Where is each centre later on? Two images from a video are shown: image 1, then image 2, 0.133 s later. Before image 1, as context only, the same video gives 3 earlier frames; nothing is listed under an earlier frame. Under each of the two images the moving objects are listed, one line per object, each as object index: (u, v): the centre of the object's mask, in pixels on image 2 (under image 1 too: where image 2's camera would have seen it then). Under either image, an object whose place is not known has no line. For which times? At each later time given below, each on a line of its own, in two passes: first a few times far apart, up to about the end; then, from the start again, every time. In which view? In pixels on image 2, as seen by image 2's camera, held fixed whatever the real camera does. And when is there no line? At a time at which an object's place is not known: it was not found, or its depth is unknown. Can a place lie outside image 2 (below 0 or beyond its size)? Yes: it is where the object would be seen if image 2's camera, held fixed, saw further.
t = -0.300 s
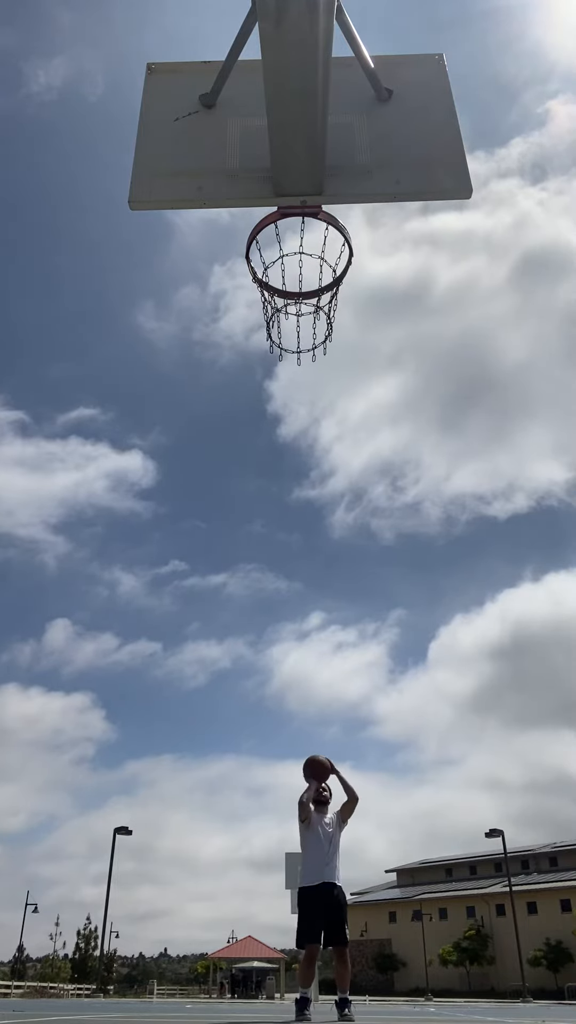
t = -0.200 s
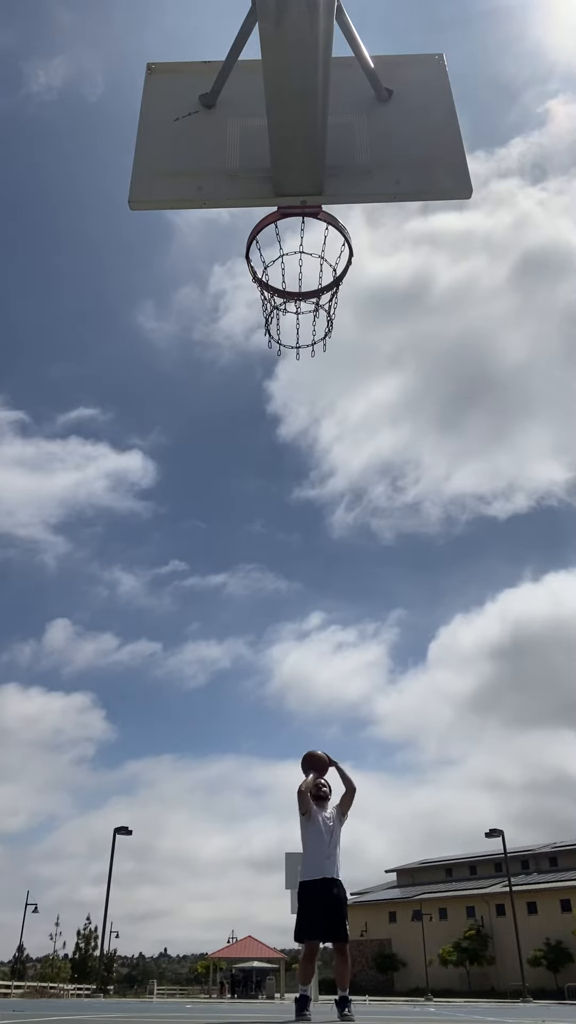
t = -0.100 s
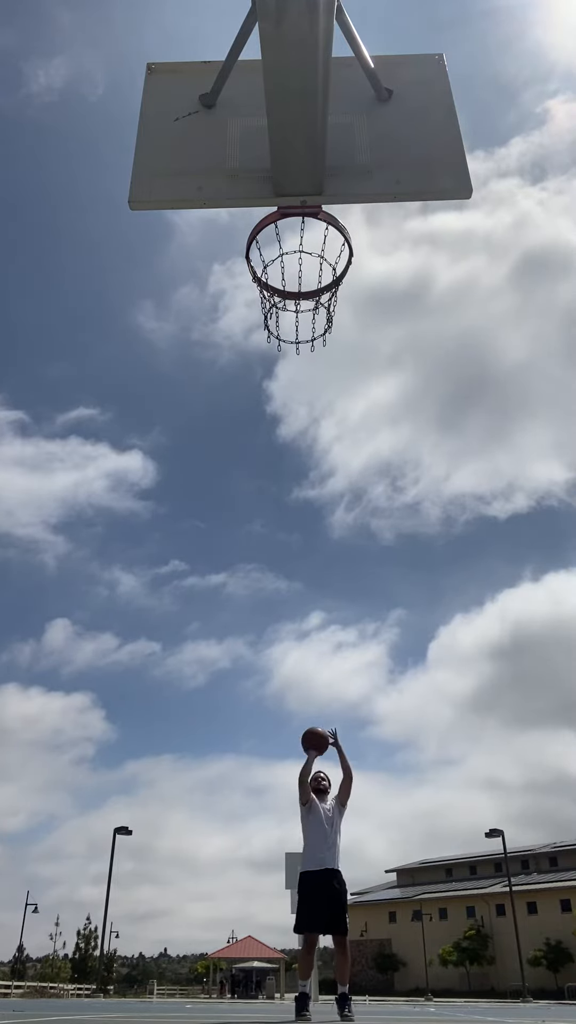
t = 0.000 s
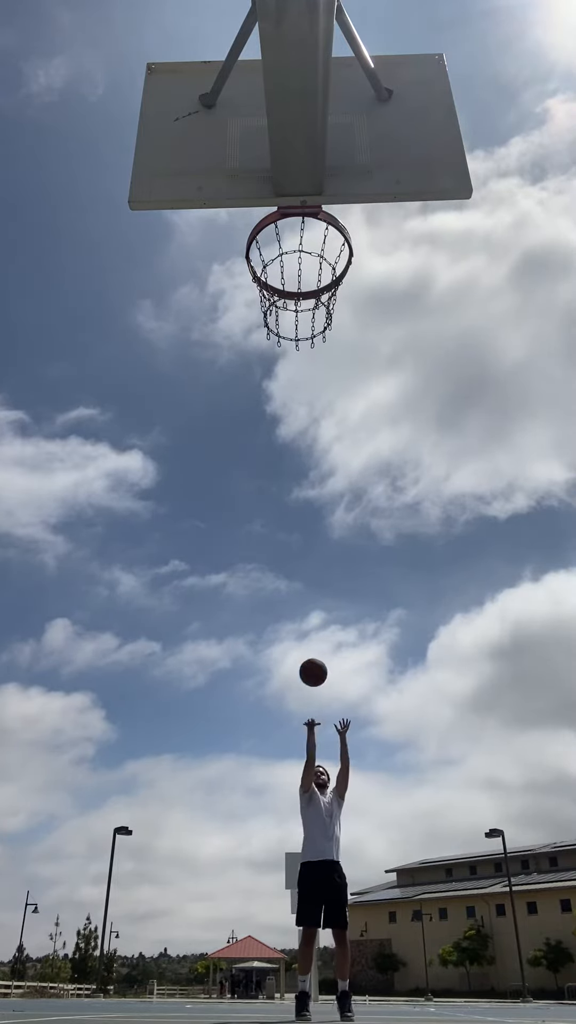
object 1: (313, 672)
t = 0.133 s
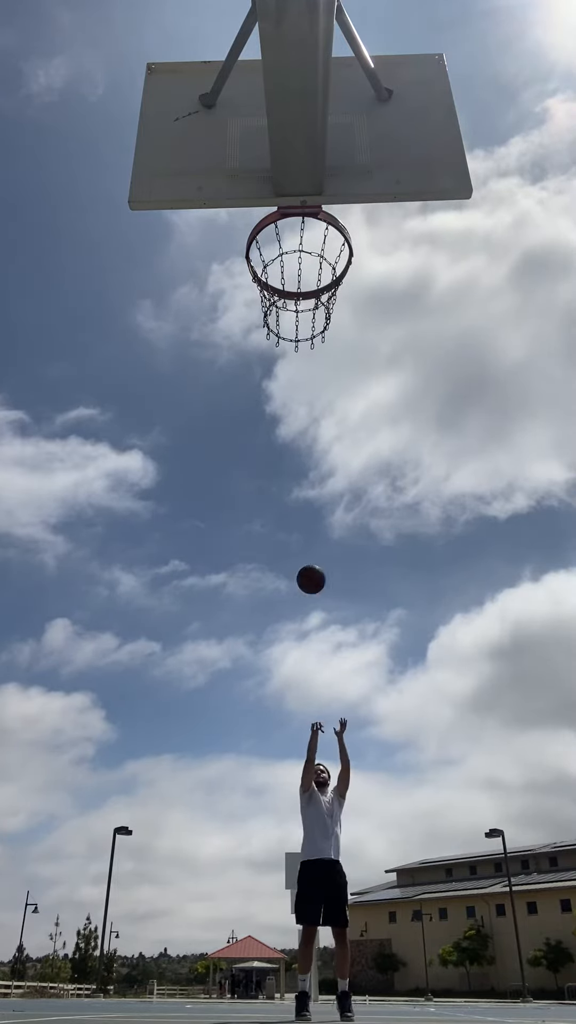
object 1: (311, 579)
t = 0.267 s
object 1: (309, 498)
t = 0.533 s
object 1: (305, 365)
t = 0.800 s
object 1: (300, 262)
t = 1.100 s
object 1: (301, 307)
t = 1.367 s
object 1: (301, 321)
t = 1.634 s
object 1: (300, 397)
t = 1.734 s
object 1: (300, 472)
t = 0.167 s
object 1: (310, 558)
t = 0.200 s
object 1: (310, 538)
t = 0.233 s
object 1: (310, 518)
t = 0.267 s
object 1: (309, 498)
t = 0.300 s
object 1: (309, 480)
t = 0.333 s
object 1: (308, 462)
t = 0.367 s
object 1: (308, 444)
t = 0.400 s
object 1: (307, 427)
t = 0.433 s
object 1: (307, 411)
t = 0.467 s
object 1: (306, 395)
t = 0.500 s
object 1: (306, 380)
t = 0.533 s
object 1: (305, 365)
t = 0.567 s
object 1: (305, 350)
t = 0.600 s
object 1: (304, 336)
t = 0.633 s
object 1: (304, 323)
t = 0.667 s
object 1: (303, 310)
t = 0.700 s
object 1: (302, 297)
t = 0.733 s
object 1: (301, 285)
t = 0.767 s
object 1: (301, 275)
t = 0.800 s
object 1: (300, 262)
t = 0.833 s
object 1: (299, 251)
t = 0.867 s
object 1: (297, 242)
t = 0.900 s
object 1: (297, 245)
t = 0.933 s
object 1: (297, 280)
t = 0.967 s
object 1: (298, 302)
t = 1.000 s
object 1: (299, 306)
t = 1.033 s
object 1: (300, 307)
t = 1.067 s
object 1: (301, 307)
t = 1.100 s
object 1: (301, 307)
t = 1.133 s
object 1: (301, 308)
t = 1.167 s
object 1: (301, 308)
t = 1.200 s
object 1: (301, 309)
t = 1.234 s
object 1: (301, 311)
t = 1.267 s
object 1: (301, 313)
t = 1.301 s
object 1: (300, 315)
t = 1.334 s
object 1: (301, 318)
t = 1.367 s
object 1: (301, 321)
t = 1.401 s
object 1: (300, 323)
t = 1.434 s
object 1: (299, 327)
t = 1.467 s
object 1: (299, 333)
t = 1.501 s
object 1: (299, 341)
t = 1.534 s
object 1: (299, 352)
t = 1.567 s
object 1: (300, 364)
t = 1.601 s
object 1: (300, 379)
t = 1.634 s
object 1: (300, 397)
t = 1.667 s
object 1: (300, 418)
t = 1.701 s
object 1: (300, 443)
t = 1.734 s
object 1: (300, 472)
